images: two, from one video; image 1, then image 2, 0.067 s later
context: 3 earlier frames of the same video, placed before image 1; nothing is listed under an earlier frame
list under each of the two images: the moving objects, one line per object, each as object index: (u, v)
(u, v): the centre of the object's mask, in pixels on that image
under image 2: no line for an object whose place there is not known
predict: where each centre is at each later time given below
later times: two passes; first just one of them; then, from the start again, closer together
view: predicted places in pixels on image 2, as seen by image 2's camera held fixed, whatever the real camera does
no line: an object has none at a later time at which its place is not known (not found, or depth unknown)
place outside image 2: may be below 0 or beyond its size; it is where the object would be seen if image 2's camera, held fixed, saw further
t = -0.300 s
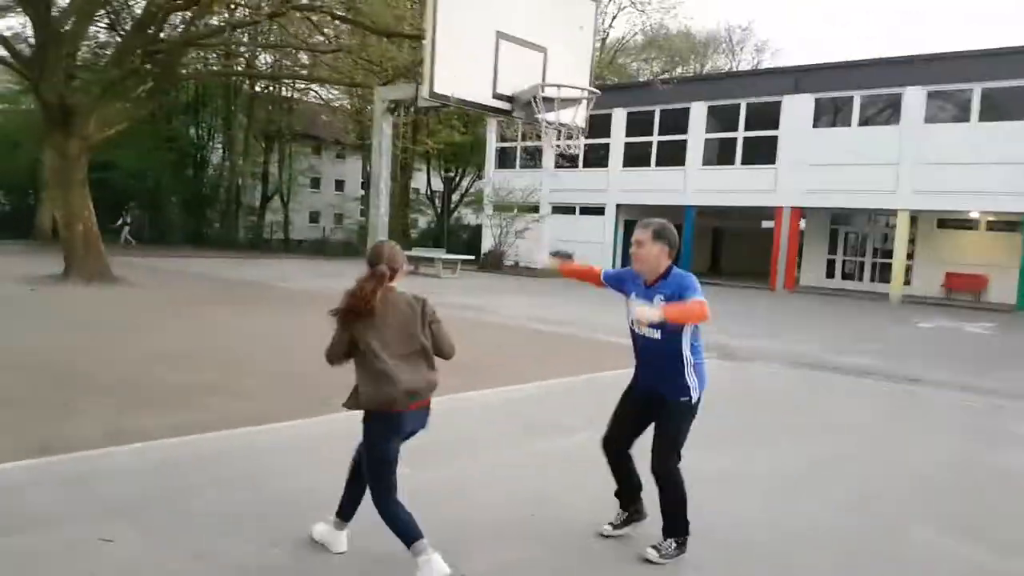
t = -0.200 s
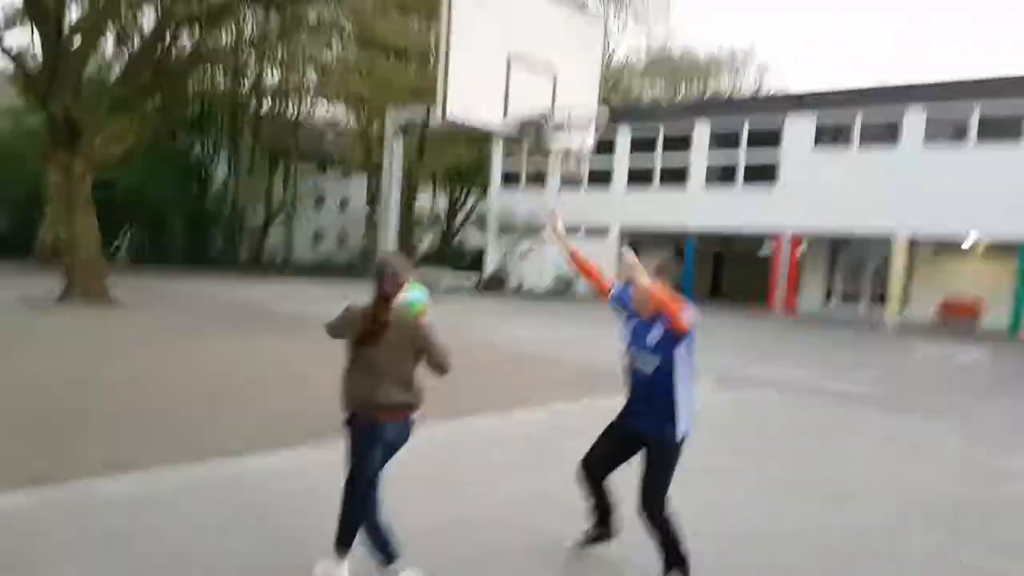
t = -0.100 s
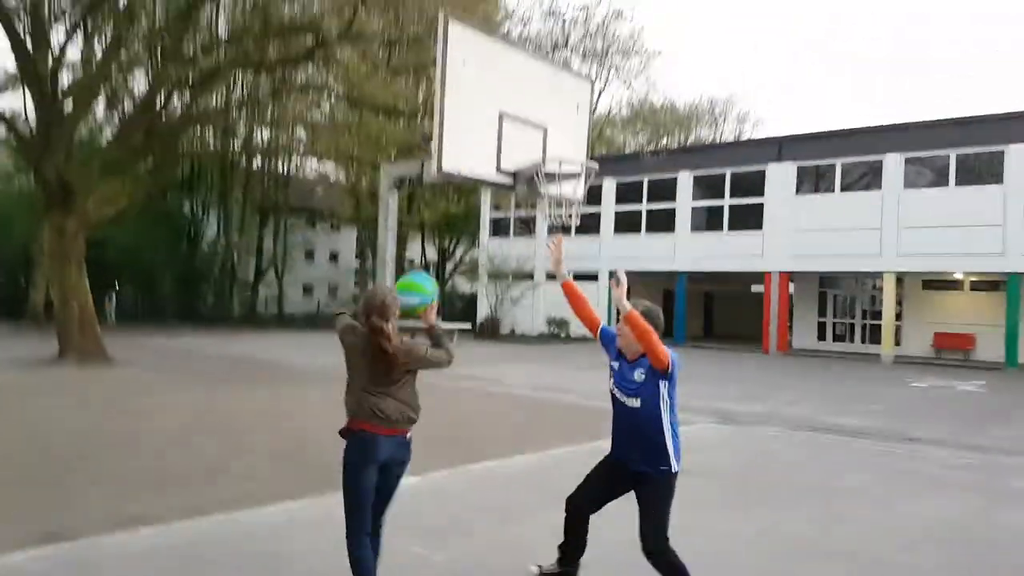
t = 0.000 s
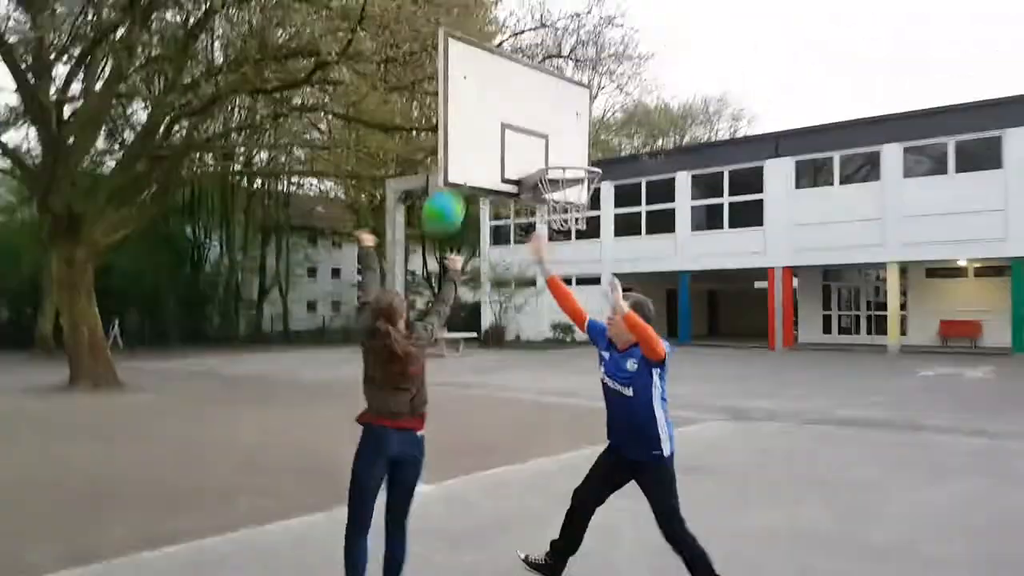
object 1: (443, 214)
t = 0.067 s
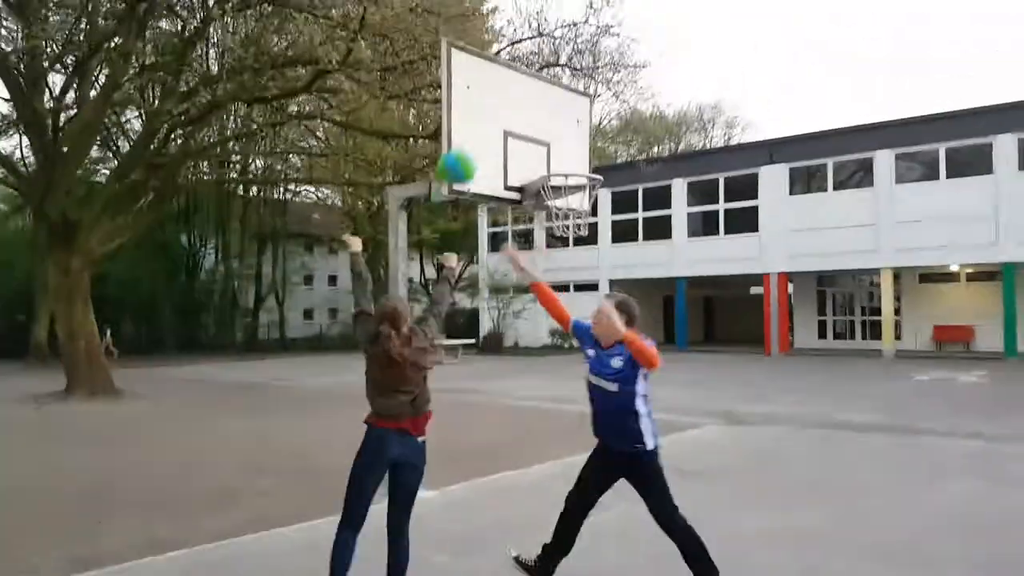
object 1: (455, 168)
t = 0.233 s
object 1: (480, 85)
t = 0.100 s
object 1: (461, 147)
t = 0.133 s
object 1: (467, 128)
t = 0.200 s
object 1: (476, 98)
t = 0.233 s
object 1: (480, 85)
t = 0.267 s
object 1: (485, 75)
